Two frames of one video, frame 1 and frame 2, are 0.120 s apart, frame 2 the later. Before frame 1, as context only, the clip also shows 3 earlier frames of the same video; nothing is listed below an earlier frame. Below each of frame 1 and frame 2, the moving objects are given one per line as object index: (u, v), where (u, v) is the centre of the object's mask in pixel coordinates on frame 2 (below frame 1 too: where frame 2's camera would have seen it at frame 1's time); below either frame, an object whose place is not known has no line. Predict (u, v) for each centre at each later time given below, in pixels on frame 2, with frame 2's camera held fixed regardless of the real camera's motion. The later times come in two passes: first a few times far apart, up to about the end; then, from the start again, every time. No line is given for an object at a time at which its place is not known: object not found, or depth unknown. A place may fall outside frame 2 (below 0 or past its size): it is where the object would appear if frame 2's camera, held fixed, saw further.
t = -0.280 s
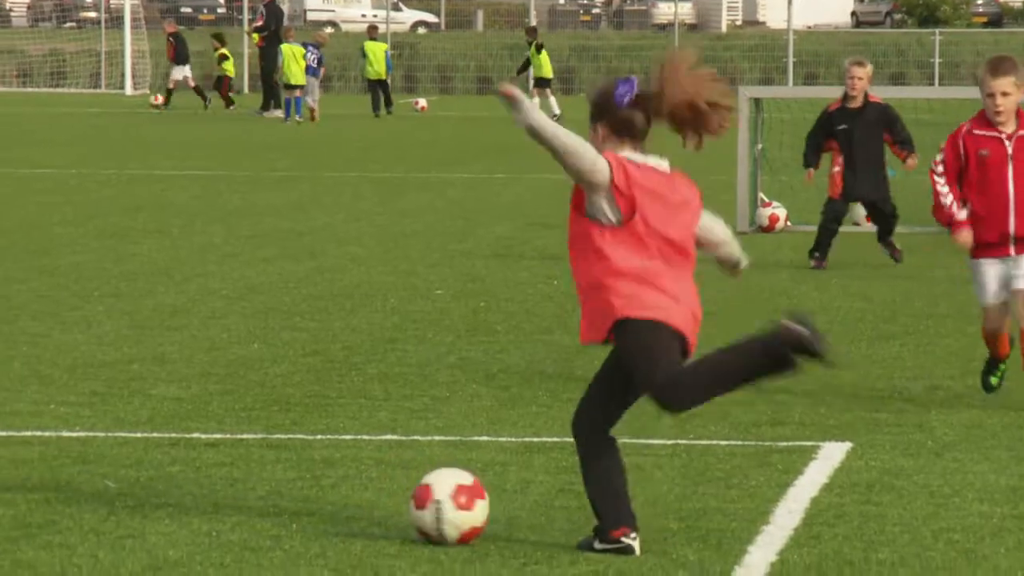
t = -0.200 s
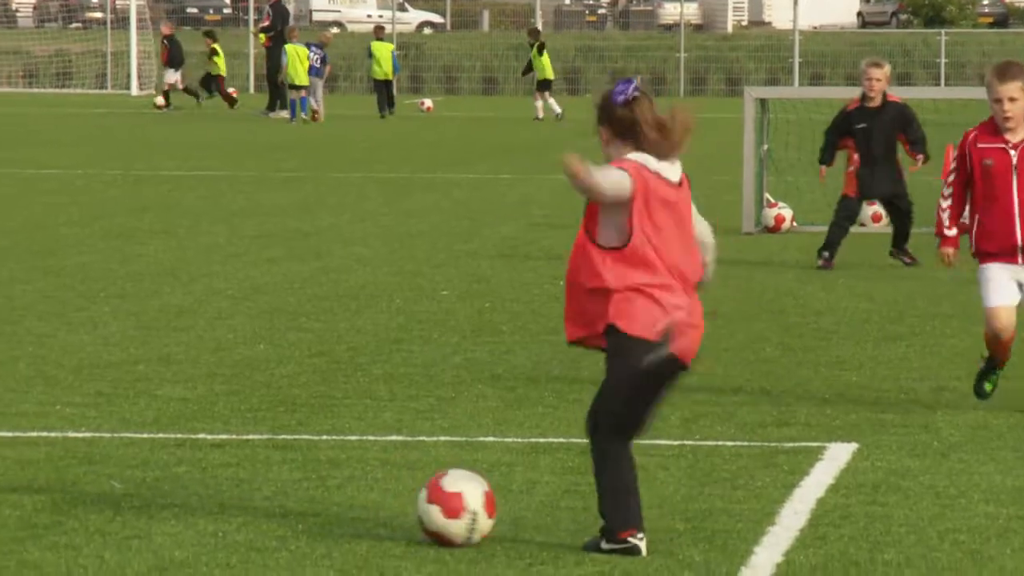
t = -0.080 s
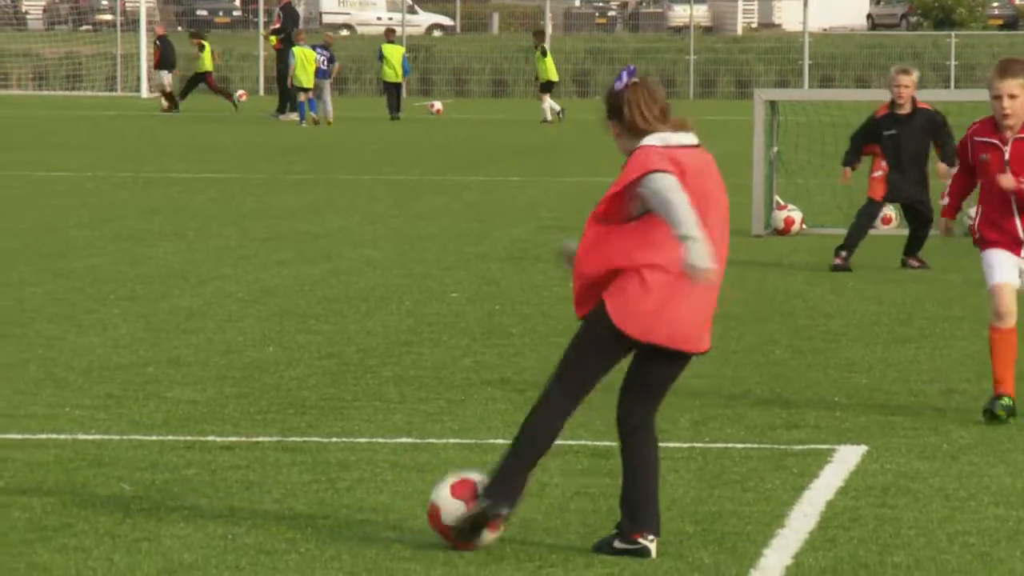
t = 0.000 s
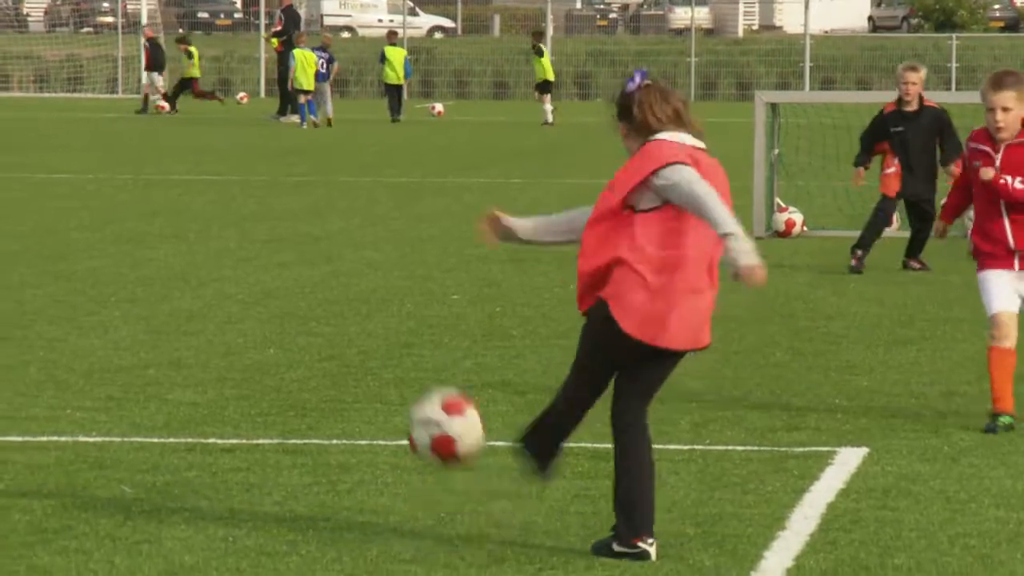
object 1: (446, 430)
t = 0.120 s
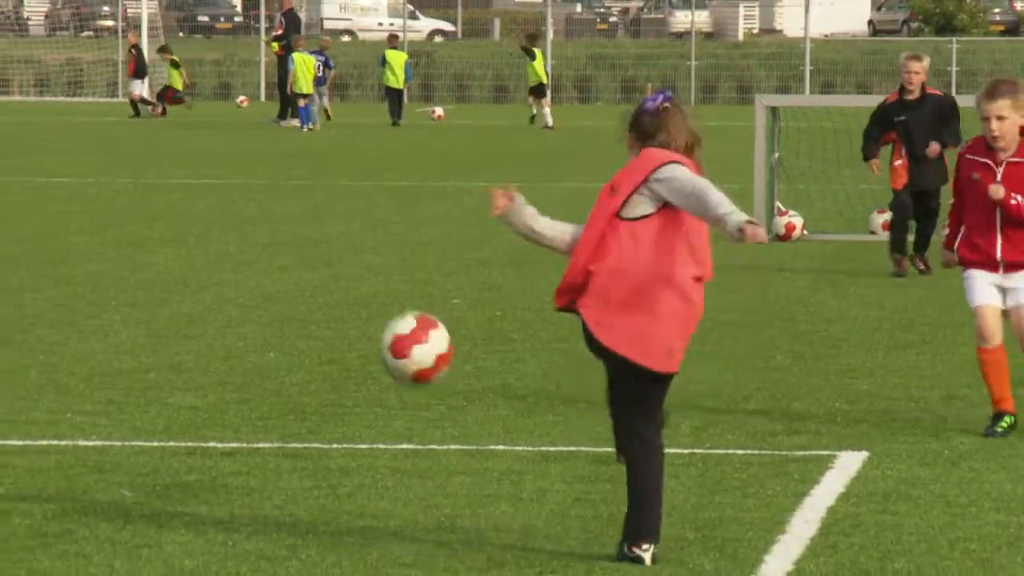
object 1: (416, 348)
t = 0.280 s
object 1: (384, 311)
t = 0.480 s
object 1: (352, 361)
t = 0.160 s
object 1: (408, 332)
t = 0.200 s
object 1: (400, 319)
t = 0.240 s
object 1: (393, 313)
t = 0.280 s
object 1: (384, 311)
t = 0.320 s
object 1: (377, 313)
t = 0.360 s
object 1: (370, 319)
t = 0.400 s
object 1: (364, 329)
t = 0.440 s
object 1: (358, 343)
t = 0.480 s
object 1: (352, 361)
